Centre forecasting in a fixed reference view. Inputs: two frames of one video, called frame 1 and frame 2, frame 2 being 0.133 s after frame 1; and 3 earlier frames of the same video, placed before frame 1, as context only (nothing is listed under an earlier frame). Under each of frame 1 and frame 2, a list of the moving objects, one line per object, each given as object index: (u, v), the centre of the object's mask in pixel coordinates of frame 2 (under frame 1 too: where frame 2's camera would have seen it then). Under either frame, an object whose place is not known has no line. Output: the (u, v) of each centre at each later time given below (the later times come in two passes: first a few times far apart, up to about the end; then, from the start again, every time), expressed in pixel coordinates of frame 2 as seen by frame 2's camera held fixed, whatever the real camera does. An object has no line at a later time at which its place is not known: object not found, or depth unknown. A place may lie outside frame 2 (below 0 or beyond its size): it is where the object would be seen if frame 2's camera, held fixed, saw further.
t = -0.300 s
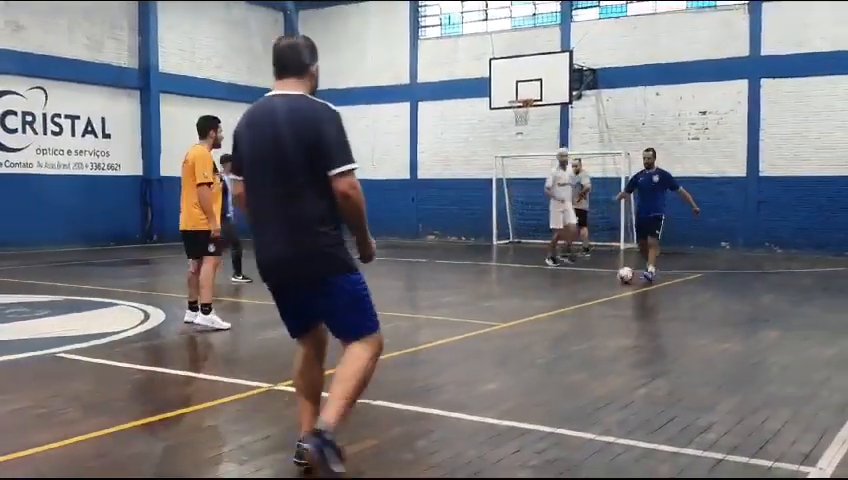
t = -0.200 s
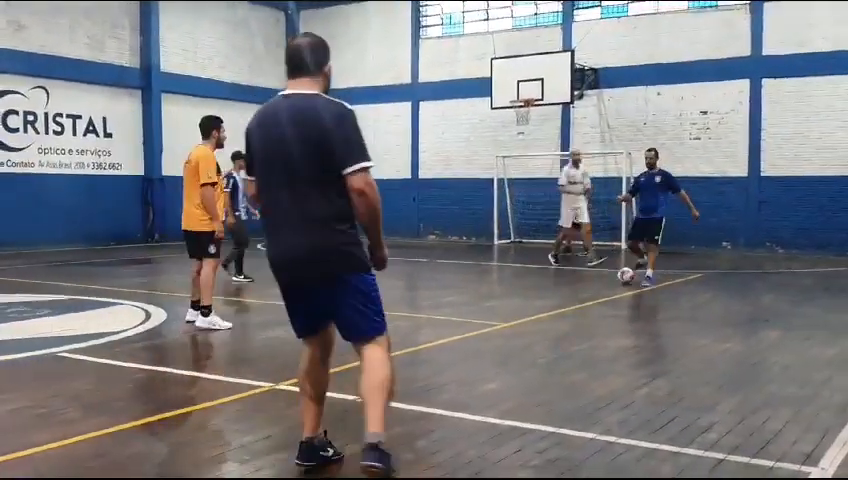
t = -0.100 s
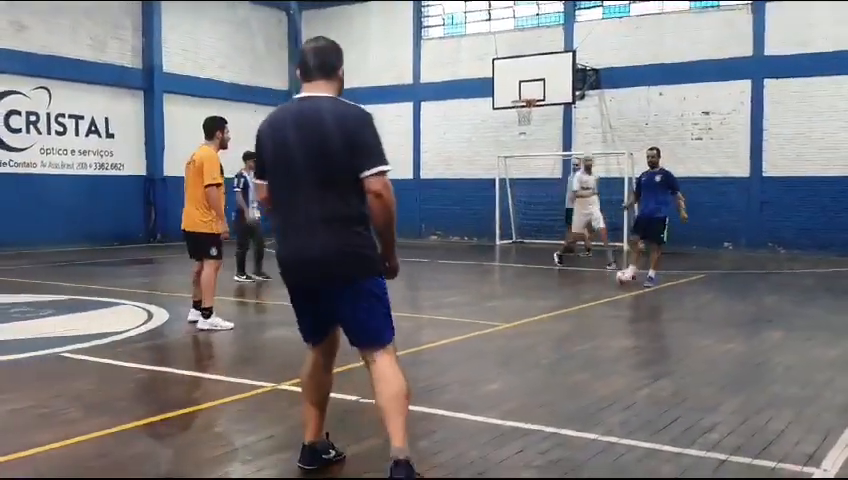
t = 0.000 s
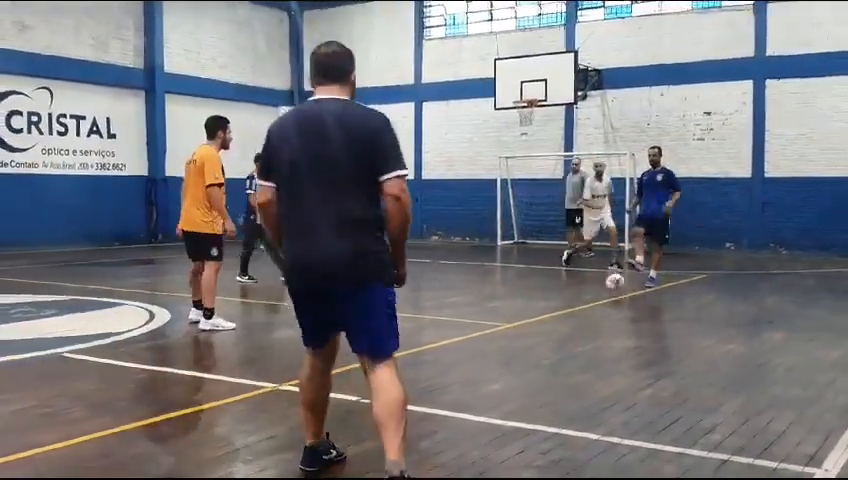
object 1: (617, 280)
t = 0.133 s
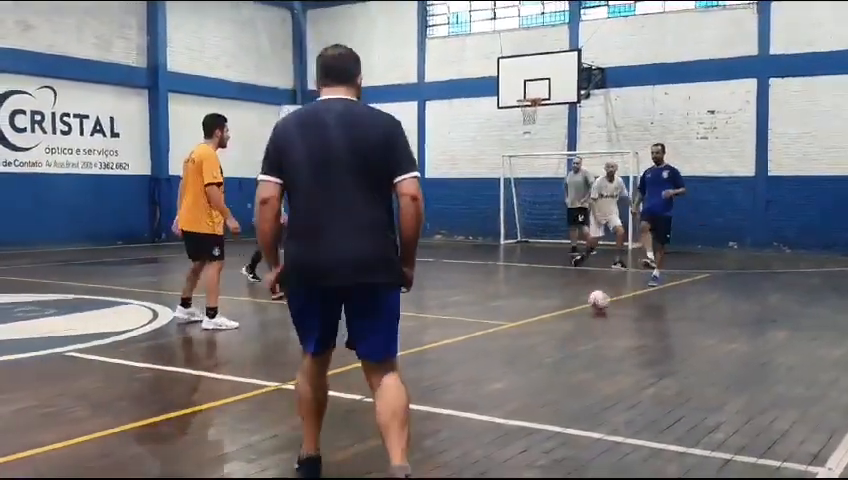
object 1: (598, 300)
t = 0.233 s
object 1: (584, 313)
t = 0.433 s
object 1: (543, 347)
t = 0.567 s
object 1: (505, 379)
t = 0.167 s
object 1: (594, 303)
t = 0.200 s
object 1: (589, 307)
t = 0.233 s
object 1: (584, 313)
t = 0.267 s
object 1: (578, 318)
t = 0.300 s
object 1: (571, 324)
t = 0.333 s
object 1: (565, 328)
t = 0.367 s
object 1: (559, 333)
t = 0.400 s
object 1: (550, 342)
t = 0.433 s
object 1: (543, 347)
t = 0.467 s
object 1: (534, 355)
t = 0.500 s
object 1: (526, 362)
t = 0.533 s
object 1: (516, 369)
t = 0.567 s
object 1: (505, 379)
